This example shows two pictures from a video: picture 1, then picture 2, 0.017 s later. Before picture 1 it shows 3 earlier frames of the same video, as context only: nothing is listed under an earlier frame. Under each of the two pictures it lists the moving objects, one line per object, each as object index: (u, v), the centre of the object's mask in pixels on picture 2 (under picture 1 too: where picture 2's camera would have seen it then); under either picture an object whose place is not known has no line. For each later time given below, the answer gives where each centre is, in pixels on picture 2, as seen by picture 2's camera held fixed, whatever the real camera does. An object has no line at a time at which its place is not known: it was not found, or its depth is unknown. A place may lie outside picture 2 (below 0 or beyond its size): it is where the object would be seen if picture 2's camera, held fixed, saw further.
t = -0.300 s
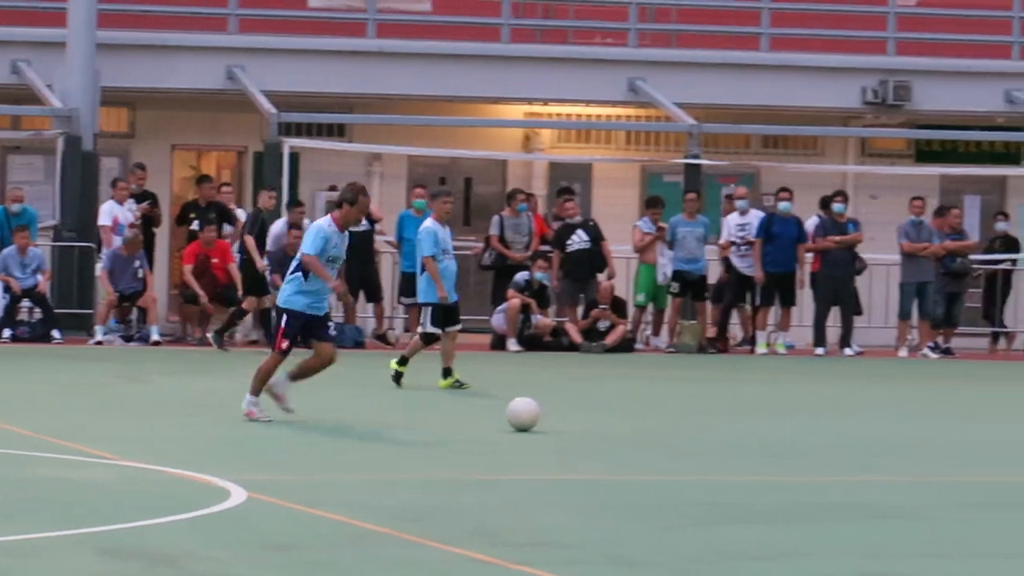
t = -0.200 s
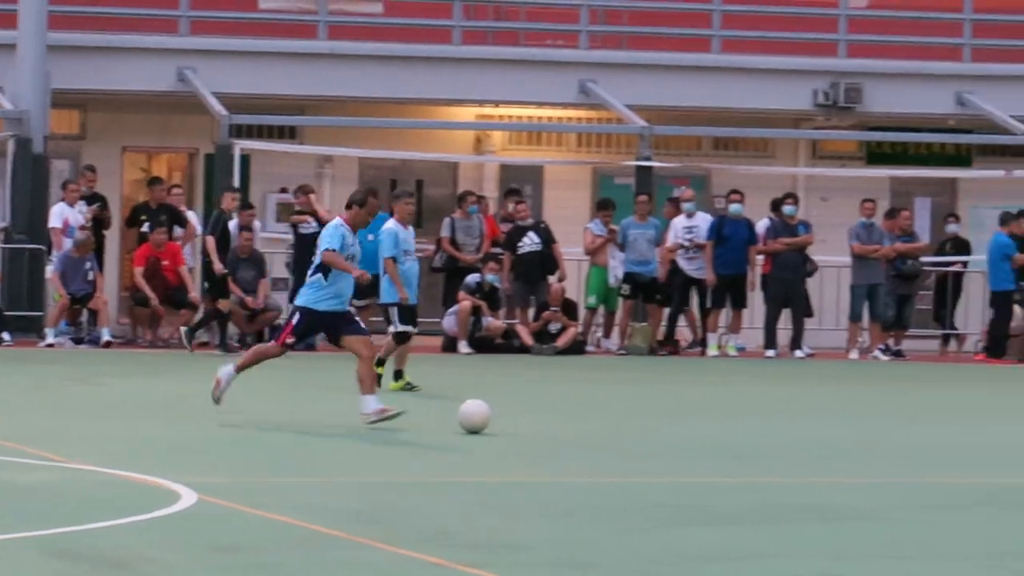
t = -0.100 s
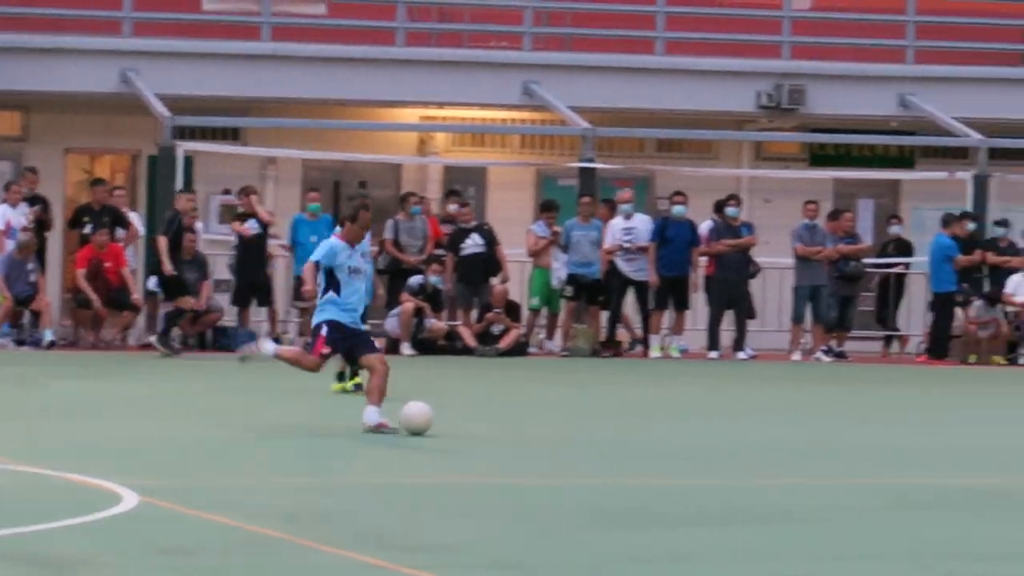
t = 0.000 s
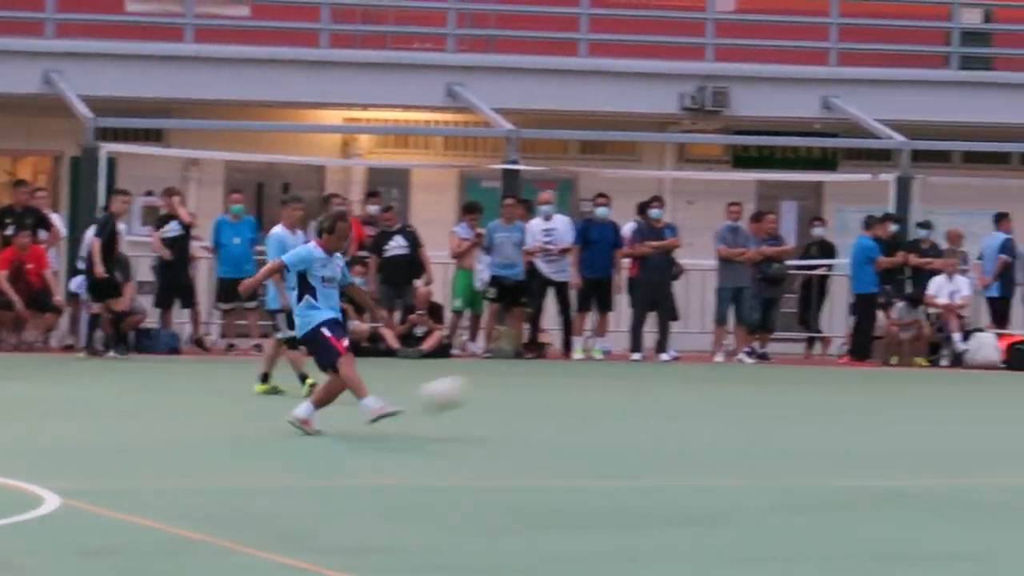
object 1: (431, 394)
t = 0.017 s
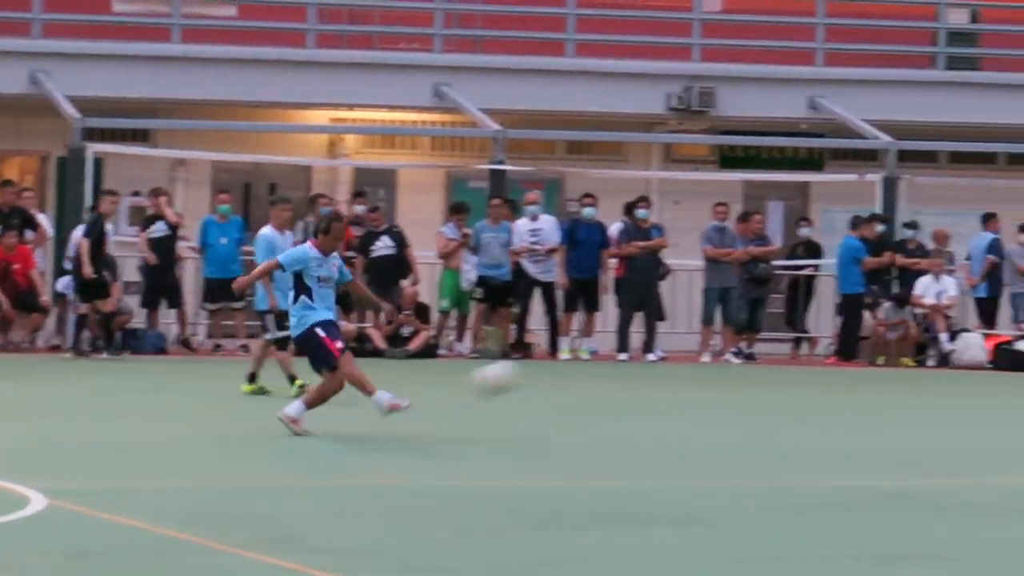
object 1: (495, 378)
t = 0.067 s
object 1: (686, 336)
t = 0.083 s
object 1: (751, 322)
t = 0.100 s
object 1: (813, 312)
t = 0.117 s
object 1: (876, 298)
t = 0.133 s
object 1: (938, 287)
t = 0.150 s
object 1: (999, 274)
